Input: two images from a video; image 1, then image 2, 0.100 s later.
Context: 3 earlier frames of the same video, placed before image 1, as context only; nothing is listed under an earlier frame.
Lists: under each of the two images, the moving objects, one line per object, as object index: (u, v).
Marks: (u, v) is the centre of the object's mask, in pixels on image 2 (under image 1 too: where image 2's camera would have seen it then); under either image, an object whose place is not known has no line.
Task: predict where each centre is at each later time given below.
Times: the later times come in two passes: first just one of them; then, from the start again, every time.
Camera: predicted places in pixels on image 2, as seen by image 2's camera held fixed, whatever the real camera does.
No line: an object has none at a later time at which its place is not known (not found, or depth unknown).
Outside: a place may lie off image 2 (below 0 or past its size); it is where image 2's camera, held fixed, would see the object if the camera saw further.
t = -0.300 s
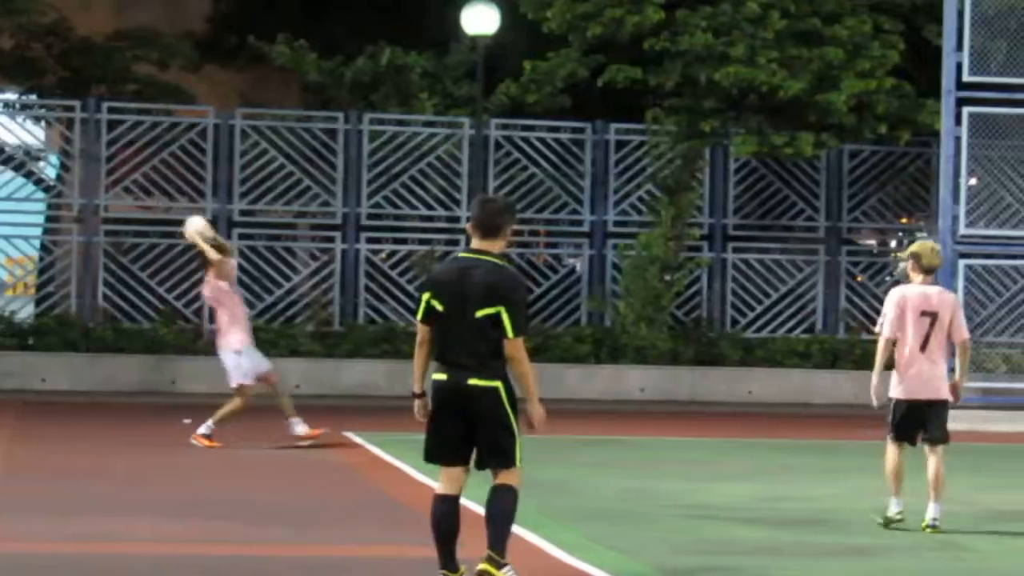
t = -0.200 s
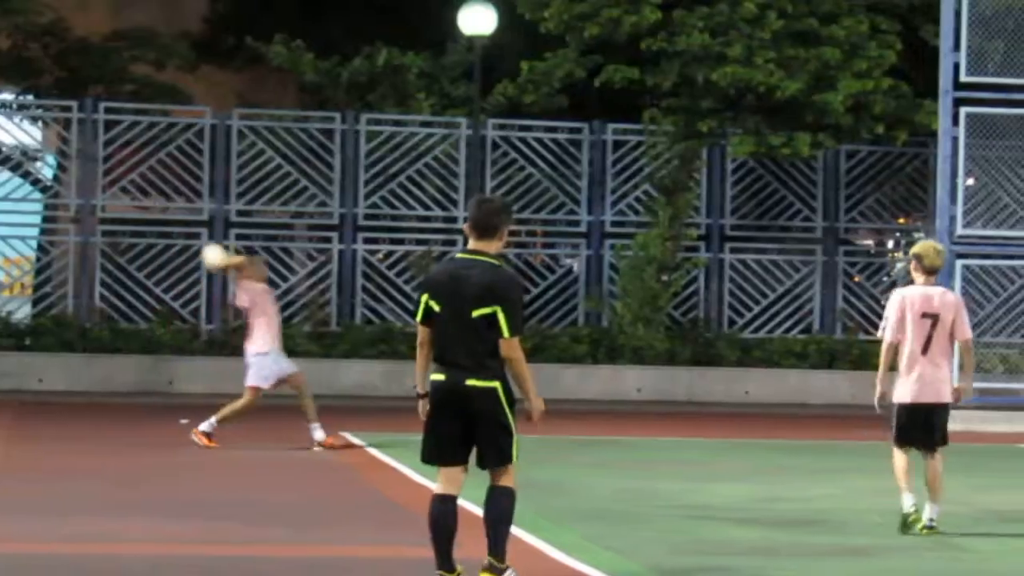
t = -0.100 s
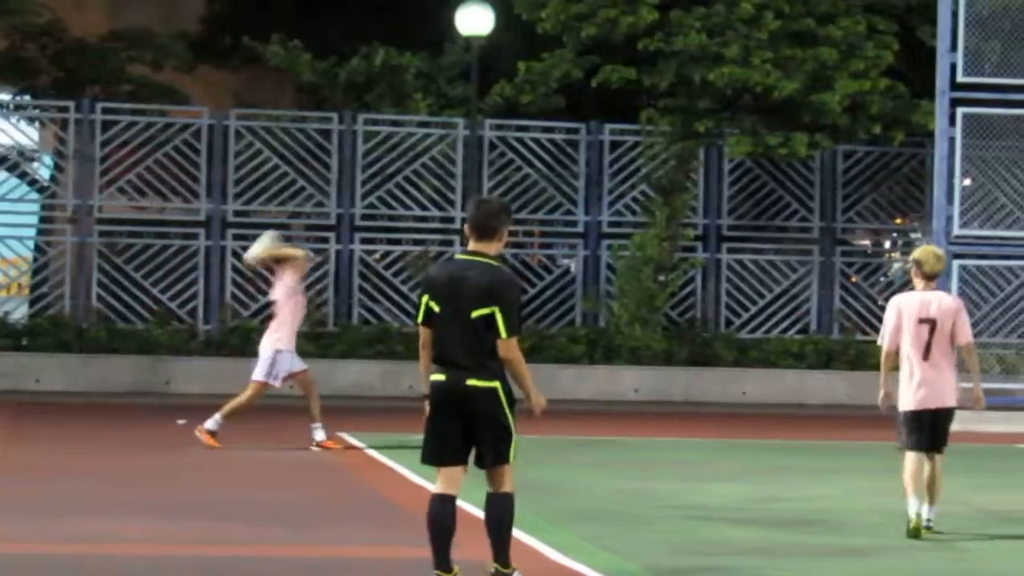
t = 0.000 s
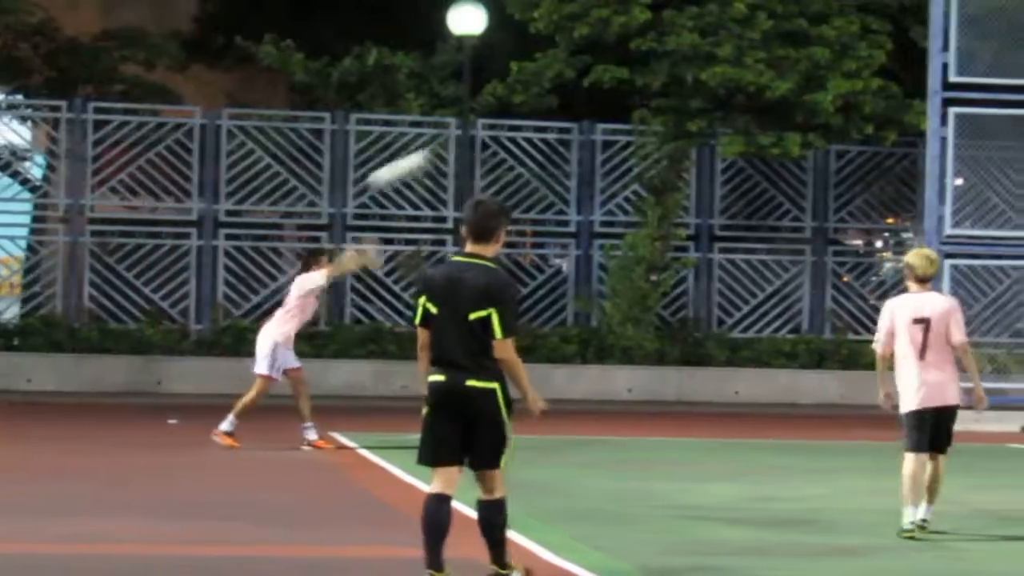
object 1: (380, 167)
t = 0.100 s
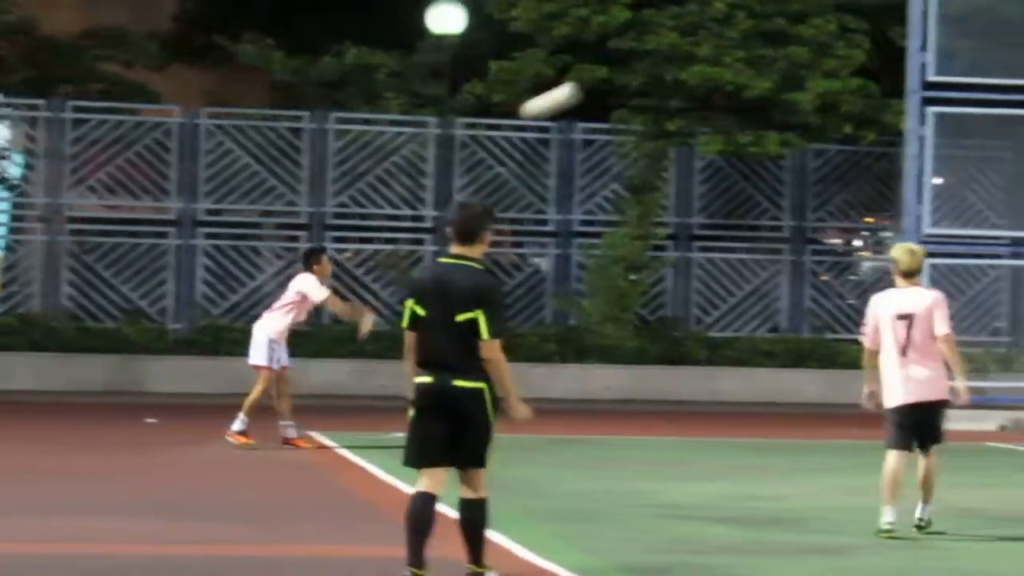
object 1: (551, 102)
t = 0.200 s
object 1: (706, 44)
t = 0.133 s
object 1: (607, 82)
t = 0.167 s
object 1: (650, 62)
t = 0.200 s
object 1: (706, 44)
